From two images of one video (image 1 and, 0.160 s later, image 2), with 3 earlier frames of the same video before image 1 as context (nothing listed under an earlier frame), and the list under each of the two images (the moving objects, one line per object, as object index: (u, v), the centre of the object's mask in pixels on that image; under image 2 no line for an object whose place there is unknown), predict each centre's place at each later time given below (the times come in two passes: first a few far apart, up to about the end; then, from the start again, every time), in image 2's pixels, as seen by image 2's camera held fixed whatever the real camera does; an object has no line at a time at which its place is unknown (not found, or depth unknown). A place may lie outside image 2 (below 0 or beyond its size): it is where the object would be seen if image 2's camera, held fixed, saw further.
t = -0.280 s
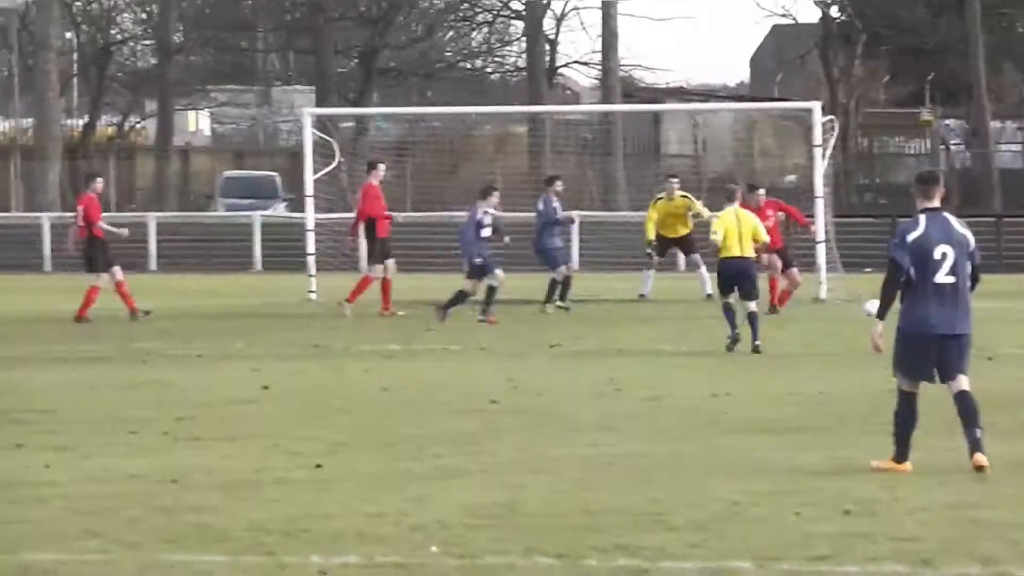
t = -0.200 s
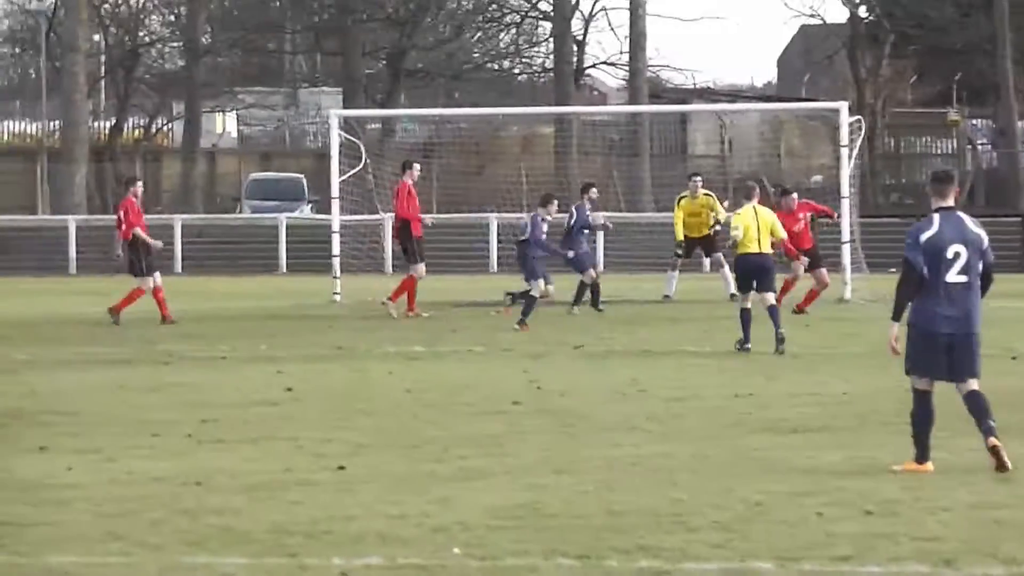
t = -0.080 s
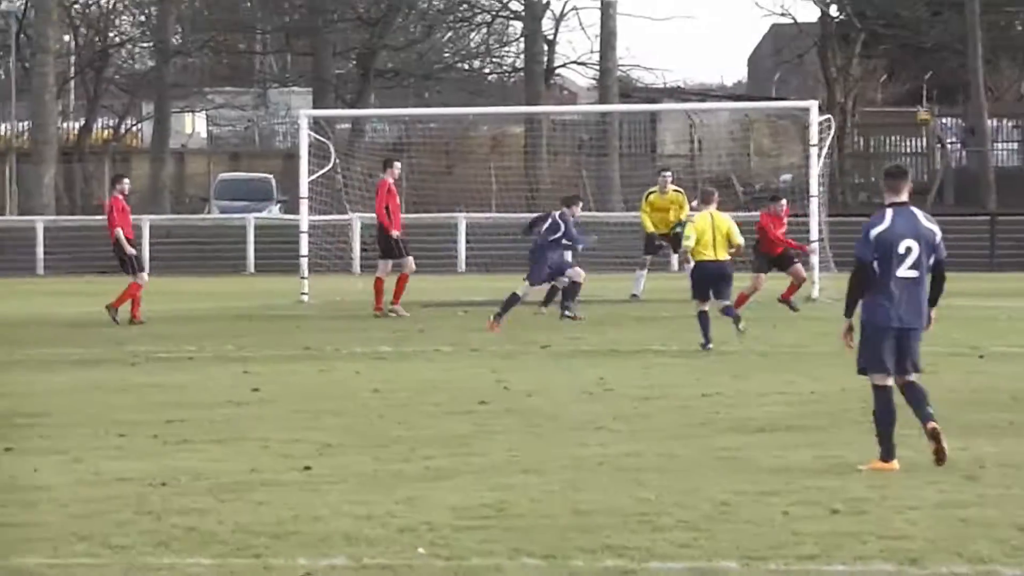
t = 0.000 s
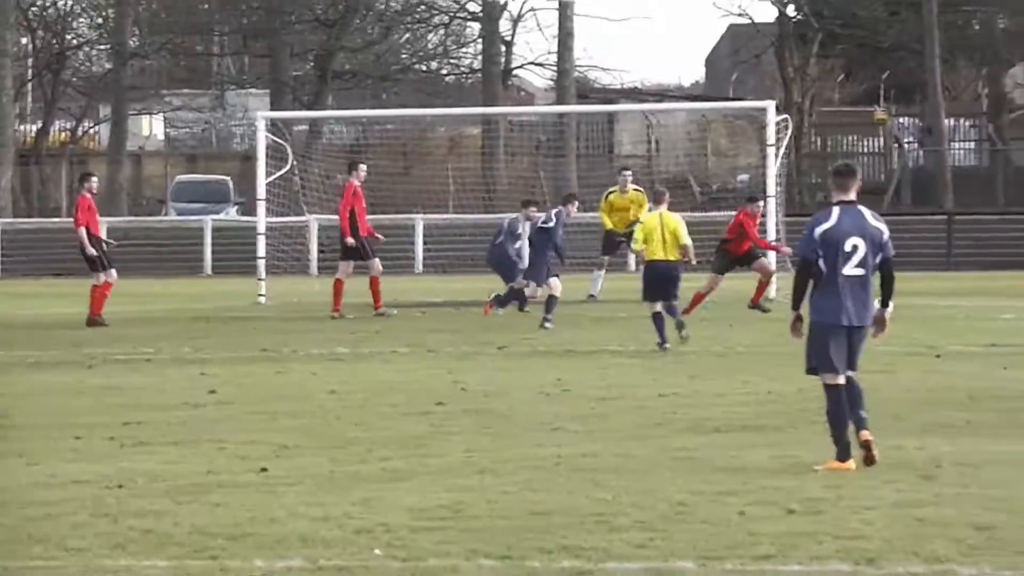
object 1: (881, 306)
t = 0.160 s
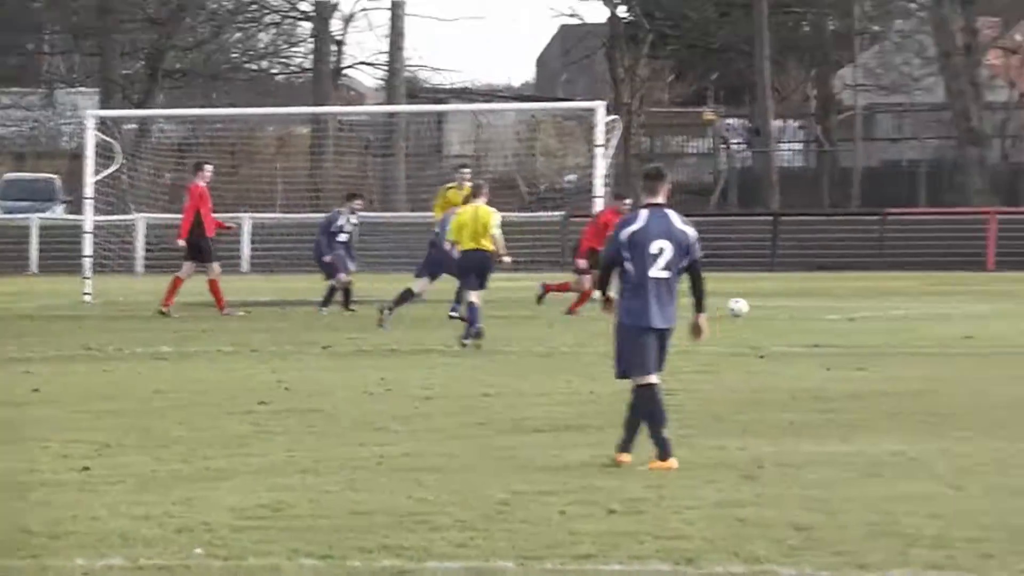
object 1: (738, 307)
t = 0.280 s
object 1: (760, 310)
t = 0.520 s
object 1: (799, 312)
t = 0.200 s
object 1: (746, 309)
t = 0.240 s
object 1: (755, 310)
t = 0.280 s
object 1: (760, 310)
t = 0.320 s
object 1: (767, 309)
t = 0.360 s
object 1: (773, 310)
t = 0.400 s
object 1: (780, 311)
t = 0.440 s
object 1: (787, 313)
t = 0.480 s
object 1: (793, 312)
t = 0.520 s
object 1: (799, 312)
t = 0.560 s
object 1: (806, 313)
